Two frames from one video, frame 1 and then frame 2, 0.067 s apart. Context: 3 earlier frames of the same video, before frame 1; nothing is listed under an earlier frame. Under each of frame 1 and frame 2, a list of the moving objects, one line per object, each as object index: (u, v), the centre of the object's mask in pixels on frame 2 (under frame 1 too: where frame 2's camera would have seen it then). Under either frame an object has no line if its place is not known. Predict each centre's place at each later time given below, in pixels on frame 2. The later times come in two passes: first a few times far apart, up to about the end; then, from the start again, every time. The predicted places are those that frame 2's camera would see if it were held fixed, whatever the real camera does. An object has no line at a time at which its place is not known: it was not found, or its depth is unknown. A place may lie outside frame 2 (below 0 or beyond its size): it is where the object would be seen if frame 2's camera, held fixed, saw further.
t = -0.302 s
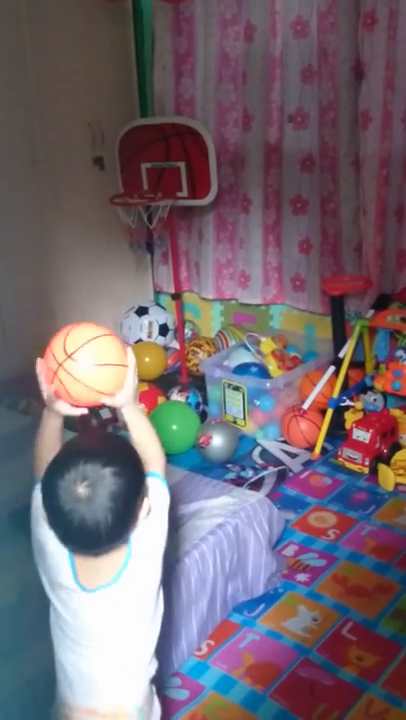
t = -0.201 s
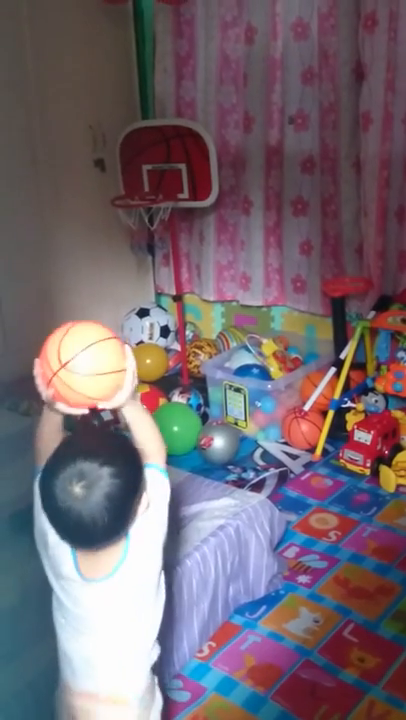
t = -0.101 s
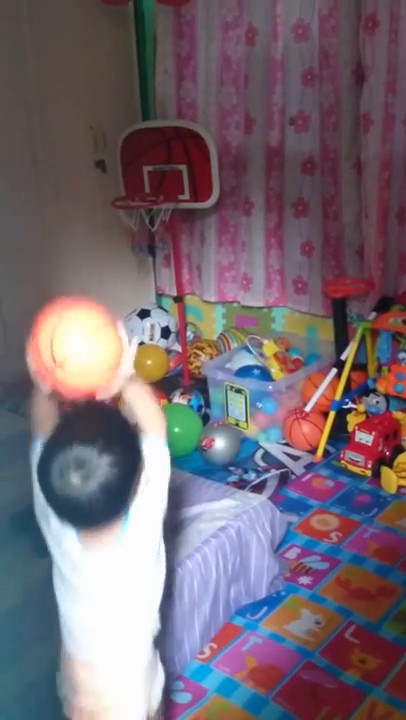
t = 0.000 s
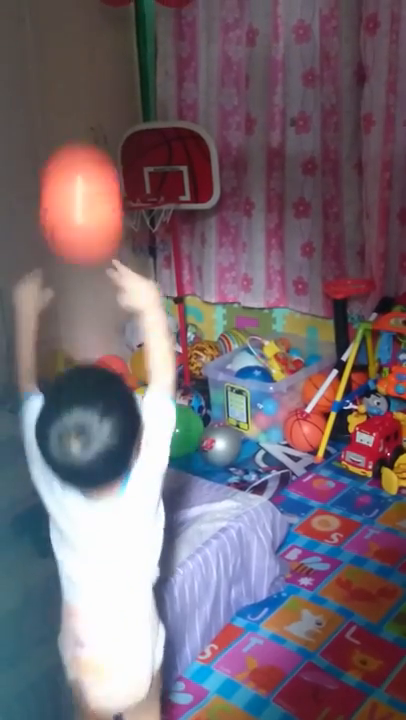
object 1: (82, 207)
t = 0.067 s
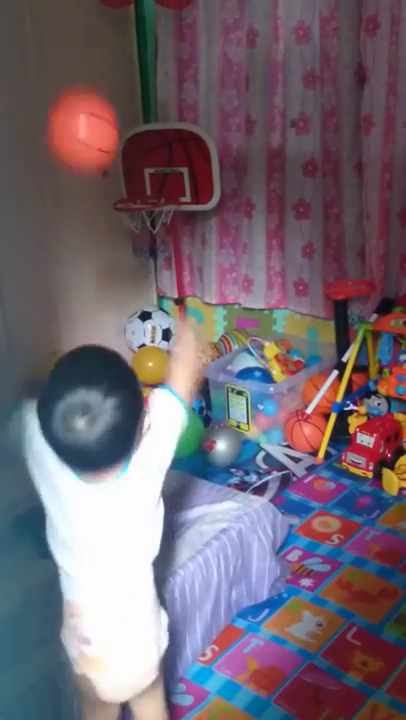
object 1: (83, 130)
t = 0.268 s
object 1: (94, 100)
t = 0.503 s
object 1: (115, 211)
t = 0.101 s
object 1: (84, 109)
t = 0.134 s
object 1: (86, 95)
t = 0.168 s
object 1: (87, 90)
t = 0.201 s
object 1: (90, 89)
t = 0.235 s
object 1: (92, 93)
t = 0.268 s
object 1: (94, 100)
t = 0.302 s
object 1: (97, 111)
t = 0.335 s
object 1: (101, 125)
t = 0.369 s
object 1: (105, 139)
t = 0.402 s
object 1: (108, 154)
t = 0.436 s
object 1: (112, 175)
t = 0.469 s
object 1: (117, 195)
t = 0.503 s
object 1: (115, 211)
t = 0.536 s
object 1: (104, 214)
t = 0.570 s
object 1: (87, 215)
